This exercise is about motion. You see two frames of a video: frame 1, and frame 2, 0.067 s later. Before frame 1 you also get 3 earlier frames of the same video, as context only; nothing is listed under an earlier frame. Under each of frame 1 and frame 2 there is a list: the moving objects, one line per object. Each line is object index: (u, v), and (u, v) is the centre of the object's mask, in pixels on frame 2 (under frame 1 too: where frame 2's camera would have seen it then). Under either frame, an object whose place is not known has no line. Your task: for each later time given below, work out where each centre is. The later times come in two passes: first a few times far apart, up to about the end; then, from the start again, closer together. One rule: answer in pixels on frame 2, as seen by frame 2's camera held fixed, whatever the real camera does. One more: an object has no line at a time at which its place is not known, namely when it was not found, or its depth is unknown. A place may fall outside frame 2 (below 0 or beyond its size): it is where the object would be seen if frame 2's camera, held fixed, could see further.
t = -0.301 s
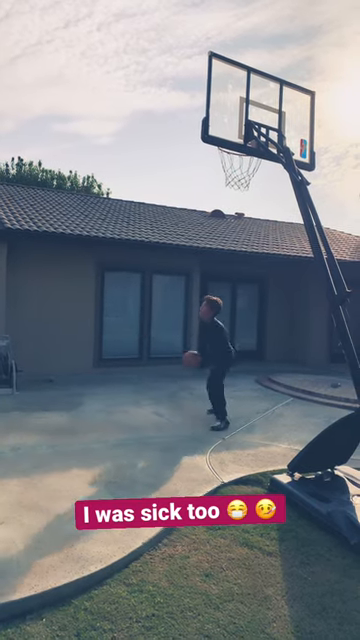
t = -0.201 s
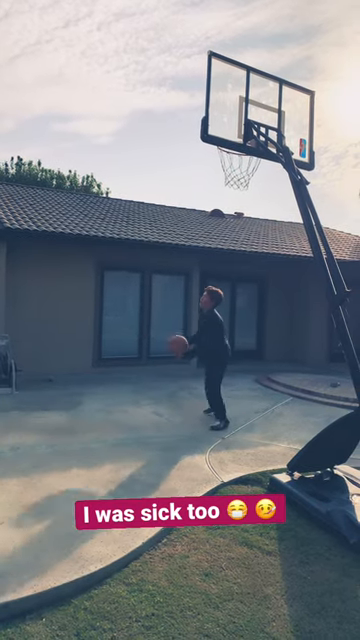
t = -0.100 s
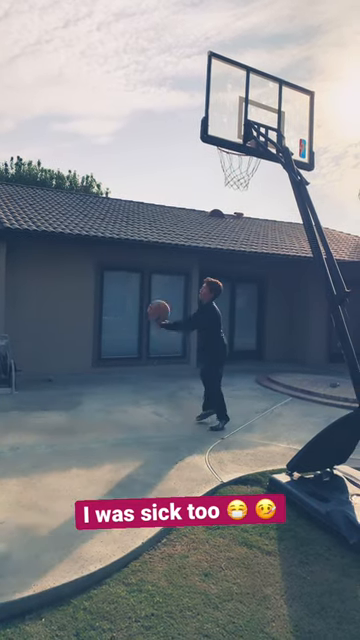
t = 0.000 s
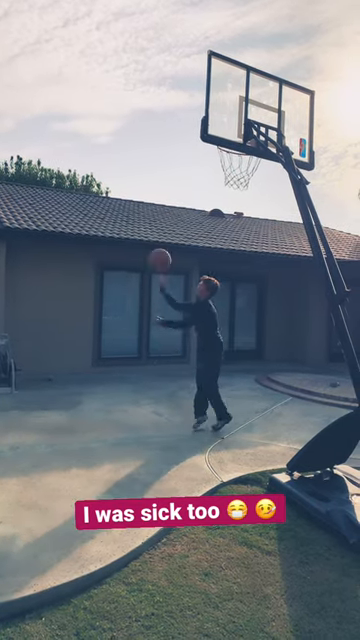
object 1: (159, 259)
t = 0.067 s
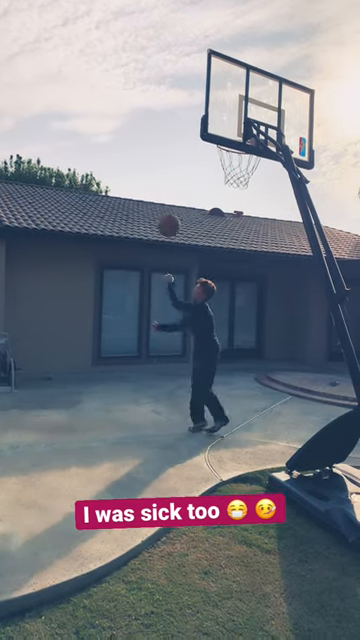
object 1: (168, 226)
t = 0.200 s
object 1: (188, 167)
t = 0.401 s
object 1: (219, 108)
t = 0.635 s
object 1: (229, 113)
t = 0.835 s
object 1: (233, 161)
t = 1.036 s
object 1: (235, 211)
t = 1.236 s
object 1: (236, 290)
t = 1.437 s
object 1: (235, 401)
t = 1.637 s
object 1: (236, 353)
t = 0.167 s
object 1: (183, 180)
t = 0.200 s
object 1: (188, 167)
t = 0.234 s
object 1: (193, 155)
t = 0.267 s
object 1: (197, 144)
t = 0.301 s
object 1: (200, 135)
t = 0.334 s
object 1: (209, 123)
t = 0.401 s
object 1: (219, 108)
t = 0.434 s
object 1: (223, 101)
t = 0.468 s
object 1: (226, 99)
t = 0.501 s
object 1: (227, 100)
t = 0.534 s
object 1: (228, 101)
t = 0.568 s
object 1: (228, 104)
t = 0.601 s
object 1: (228, 108)
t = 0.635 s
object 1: (229, 113)
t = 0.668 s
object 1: (229, 118)
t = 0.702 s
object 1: (229, 125)
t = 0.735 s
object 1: (229, 130)
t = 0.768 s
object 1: (231, 134)
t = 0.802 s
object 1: (232, 155)
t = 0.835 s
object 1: (233, 161)
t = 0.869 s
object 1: (234, 171)
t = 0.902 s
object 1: (234, 177)
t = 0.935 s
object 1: (235, 184)
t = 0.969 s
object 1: (235, 193)
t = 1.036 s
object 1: (235, 211)
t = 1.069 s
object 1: (235, 222)
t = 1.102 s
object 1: (235, 234)
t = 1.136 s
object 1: (235, 245)
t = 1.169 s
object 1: (236, 259)
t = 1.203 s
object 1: (235, 274)
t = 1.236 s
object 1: (236, 290)
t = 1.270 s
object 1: (235, 306)
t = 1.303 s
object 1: (235, 323)
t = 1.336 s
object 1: (235, 341)
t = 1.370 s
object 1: (234, 359)
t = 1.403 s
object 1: (235, 380)
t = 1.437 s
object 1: (235, 401)
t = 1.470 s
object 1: (234, 425)
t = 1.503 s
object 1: (235, 411)
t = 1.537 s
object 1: (235, 395)
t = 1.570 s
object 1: (235, 380)
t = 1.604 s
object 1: (235, 366)
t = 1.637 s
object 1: (236, 353)
